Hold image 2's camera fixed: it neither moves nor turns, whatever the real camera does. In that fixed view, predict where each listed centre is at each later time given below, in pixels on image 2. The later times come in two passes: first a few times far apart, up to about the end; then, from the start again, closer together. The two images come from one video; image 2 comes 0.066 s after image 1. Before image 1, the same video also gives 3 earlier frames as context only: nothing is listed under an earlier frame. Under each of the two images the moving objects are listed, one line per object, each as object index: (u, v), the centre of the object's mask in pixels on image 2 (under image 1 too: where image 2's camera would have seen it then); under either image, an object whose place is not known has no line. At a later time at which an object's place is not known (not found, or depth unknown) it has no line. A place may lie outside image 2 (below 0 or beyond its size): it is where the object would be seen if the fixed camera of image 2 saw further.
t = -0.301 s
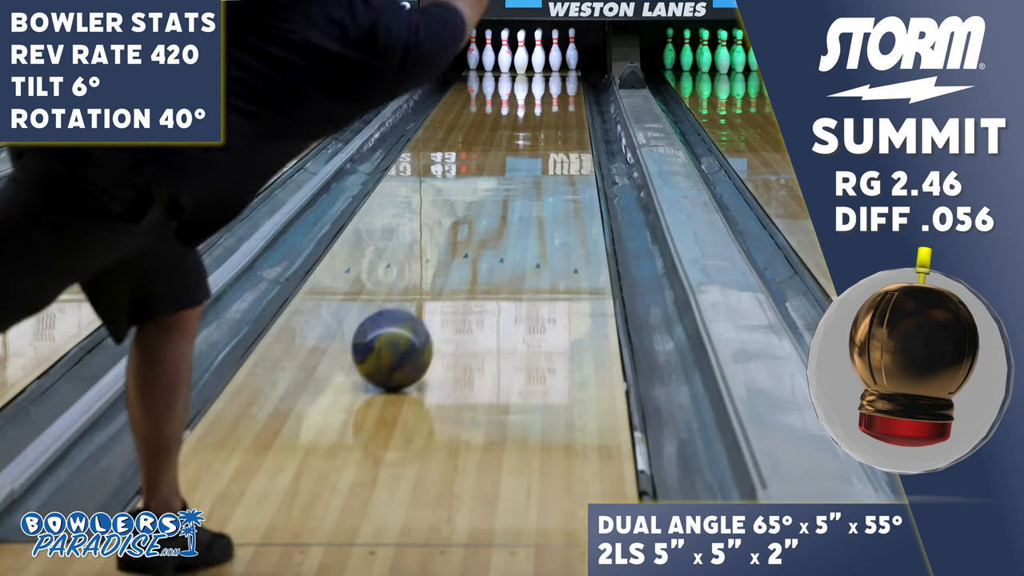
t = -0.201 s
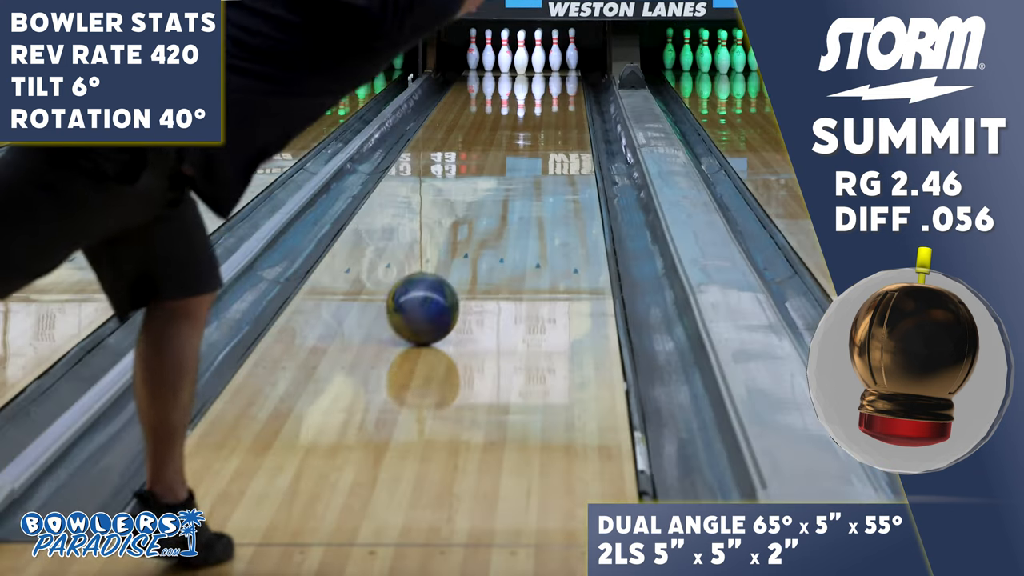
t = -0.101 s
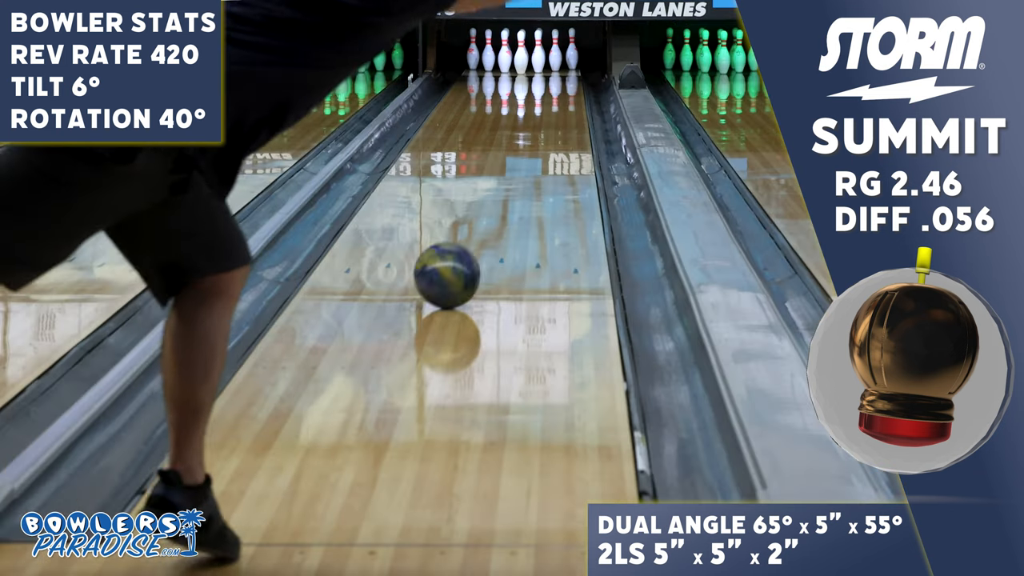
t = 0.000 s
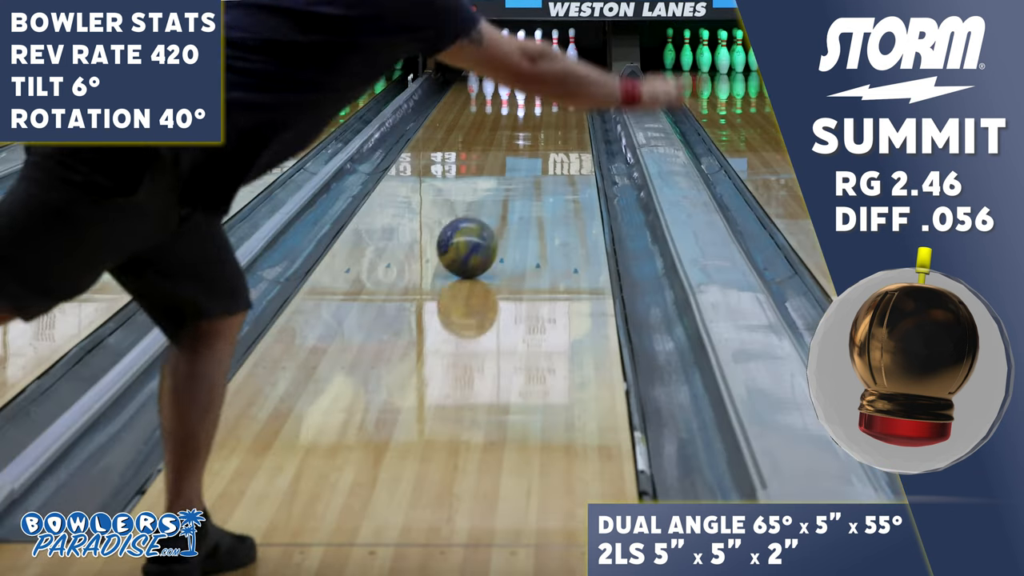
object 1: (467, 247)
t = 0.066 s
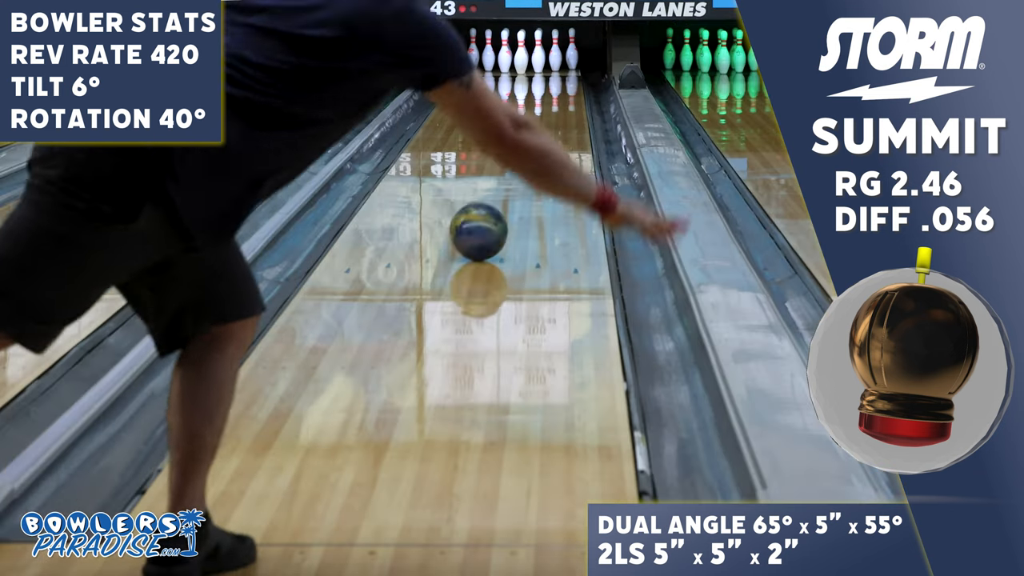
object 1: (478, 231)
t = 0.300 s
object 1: (509, 186)
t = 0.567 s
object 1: (533, 149)
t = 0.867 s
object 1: (552, 120)
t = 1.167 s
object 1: (560, 98)
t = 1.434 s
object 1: (560, 83)
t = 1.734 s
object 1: (543, 70)
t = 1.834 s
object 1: (536, 66)
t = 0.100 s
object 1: (482, 225)
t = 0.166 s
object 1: (500, 207)
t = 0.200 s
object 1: (498, 203)
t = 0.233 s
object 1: (502, 197)
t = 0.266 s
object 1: (506, 192)
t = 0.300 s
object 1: (509, 186)
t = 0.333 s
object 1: (513, 181)
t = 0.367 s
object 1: (516, 176)
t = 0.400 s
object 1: (520, 171)
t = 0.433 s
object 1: (523, 166)
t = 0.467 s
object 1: (525, 162)
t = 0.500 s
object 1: (528, 157)
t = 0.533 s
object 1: (531, 154)
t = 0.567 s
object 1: (533, 149)
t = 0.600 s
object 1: (536, 146)
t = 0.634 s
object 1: (538, 142)
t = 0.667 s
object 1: (540, 138)
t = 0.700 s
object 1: (543, 135)
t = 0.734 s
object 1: (545, 132)
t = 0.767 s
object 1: (547, 129)
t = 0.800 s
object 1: (548, 126)
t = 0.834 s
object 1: (550, 123)
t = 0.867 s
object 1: (552, 120)
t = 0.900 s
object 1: (552, 117)
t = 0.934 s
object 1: (554, 114)
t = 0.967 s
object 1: (557, 111)
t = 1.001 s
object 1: (557, 109)
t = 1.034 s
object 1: (557, 106)
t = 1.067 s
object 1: (558, 104)
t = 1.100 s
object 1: (560, 102)
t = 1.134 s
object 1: (560, 100)
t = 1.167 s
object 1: (560, 98)
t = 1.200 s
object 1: (562, 96)
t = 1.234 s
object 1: (562, 93)
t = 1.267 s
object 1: (562, 91)
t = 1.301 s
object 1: (562, 89)
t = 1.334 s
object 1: (561, 88)
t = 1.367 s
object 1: (561, 86)
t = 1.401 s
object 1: (560, 85)
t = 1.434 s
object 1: (560, 83)
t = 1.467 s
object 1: (558, 81)
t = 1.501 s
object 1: (557, 80)
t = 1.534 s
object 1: (555, 78)
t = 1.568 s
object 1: (554, 77)
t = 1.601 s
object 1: (552, 75)
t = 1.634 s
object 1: (550, 74)
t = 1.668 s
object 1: (548, 72)
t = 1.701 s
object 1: (545, 71)
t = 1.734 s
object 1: (543, 70)
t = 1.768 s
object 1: (540, 69)
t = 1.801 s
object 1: (538, 68)
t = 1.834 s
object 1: (536, 66)
